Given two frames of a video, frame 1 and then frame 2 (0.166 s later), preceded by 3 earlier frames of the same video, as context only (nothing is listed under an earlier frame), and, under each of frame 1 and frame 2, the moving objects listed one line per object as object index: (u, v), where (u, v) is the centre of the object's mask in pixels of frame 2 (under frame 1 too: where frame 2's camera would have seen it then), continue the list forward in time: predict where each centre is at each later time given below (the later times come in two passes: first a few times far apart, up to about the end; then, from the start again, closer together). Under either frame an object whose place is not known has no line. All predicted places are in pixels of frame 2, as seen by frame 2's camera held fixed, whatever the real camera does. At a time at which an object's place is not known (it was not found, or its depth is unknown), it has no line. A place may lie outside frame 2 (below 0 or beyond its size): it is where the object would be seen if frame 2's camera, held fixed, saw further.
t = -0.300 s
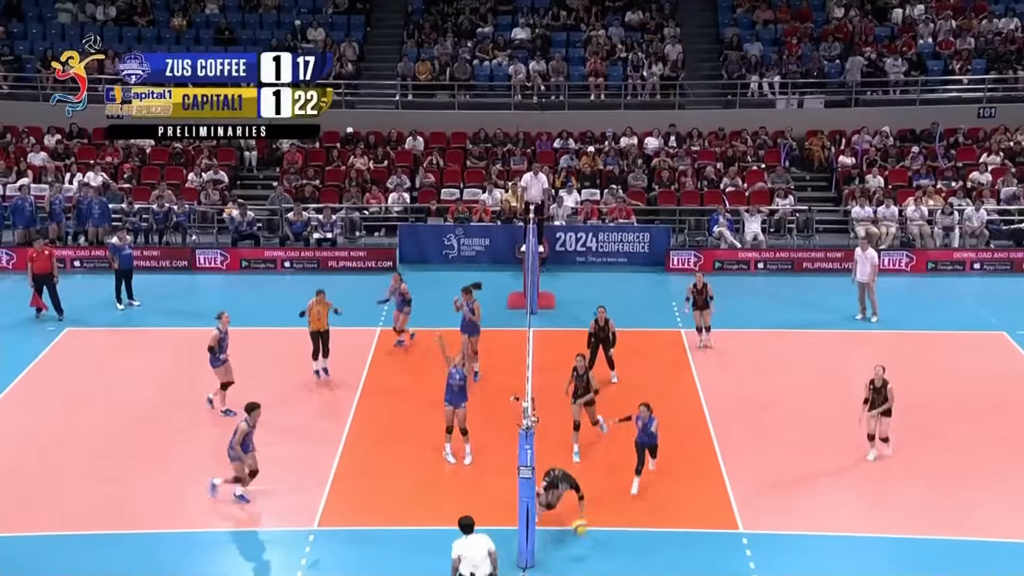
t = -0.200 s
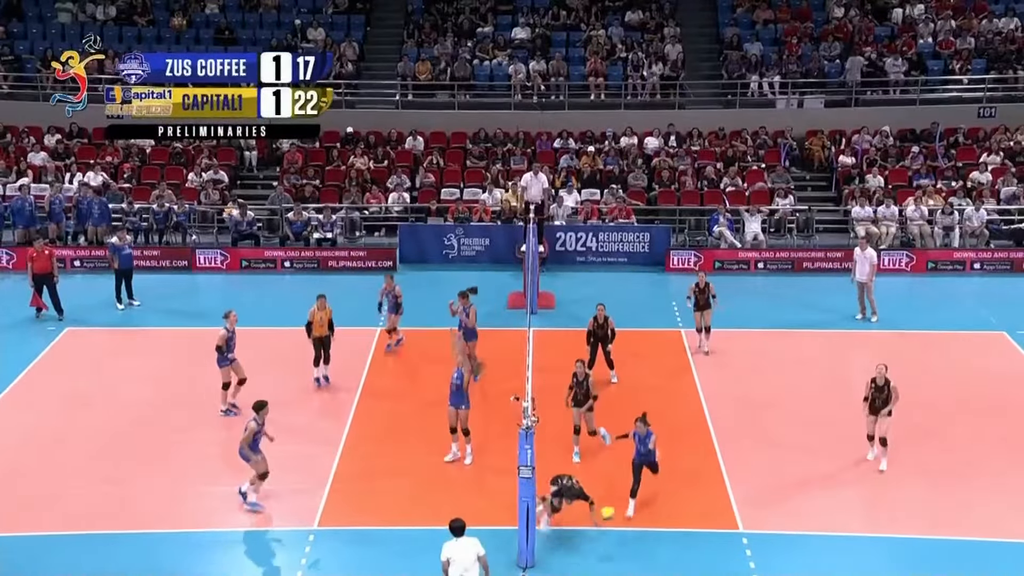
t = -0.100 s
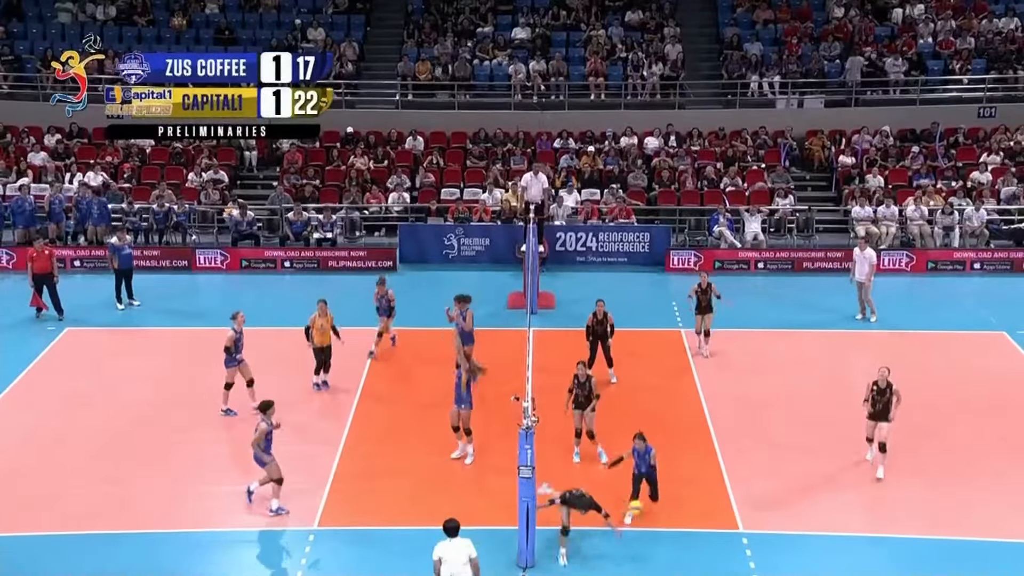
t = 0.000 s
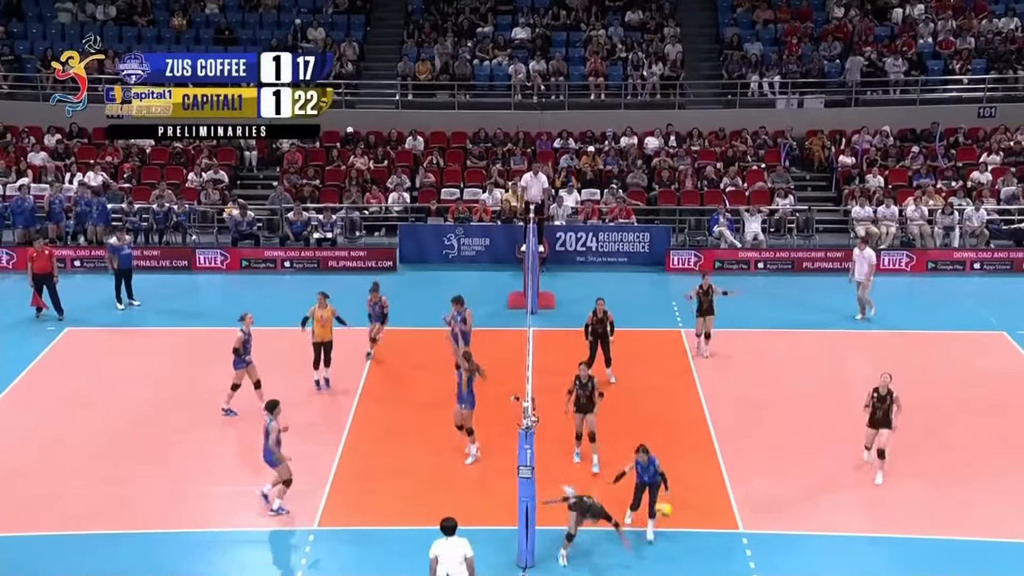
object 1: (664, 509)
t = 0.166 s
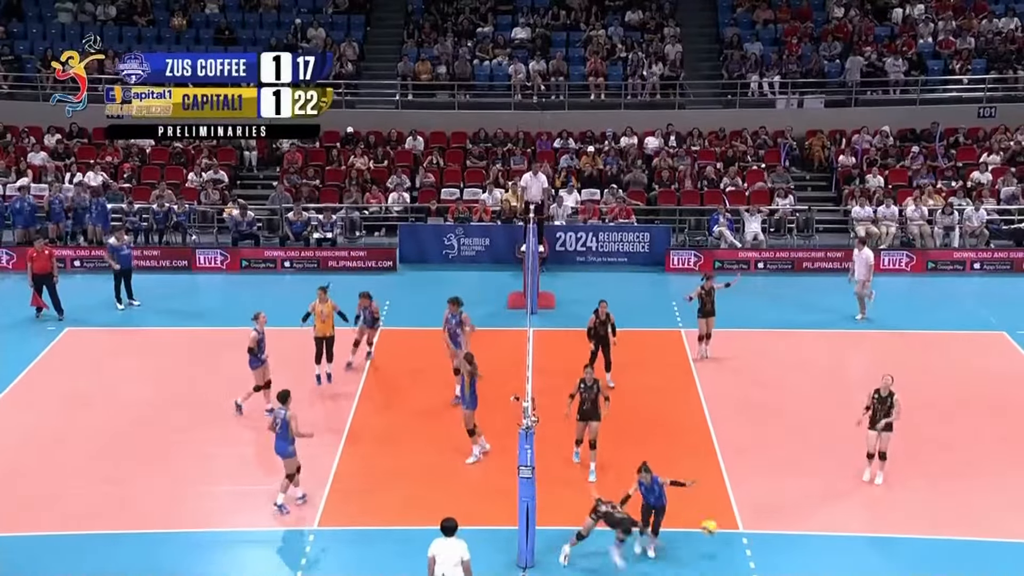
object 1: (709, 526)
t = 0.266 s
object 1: (735, 548)
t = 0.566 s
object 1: (817, 517)
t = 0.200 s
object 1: (718, 533)
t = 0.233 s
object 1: (727, 539)
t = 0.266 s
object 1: (735, 548)
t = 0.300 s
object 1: (745, 544)
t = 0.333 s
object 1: (754, 538)
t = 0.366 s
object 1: (763, 532)
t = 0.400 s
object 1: (771, 527)
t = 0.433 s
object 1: (782, 524)
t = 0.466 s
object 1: (789, 522)
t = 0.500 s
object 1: (800, 520)
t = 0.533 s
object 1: (807, 517)
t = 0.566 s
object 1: (817, 517)
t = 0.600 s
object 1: (826, 517)
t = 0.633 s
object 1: (835, 518)
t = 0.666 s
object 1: (844, 519)
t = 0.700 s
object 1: (853, 522)
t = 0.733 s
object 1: (862, 525)
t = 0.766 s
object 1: (869, 529)
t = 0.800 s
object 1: (879, 533)
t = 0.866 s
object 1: (896, 545)
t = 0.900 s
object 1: (904, 545)
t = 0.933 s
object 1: (913, 540)
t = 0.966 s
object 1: (923, 535)
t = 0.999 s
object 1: (932, 532)
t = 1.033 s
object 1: (939, 529)
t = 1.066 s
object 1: (950, 528)
